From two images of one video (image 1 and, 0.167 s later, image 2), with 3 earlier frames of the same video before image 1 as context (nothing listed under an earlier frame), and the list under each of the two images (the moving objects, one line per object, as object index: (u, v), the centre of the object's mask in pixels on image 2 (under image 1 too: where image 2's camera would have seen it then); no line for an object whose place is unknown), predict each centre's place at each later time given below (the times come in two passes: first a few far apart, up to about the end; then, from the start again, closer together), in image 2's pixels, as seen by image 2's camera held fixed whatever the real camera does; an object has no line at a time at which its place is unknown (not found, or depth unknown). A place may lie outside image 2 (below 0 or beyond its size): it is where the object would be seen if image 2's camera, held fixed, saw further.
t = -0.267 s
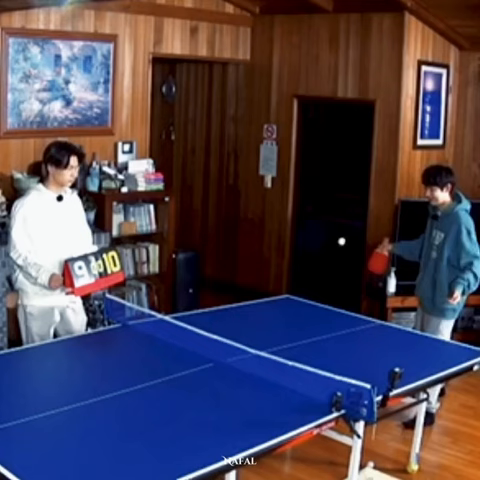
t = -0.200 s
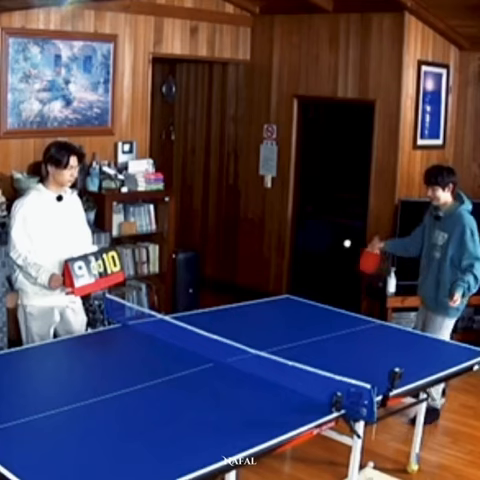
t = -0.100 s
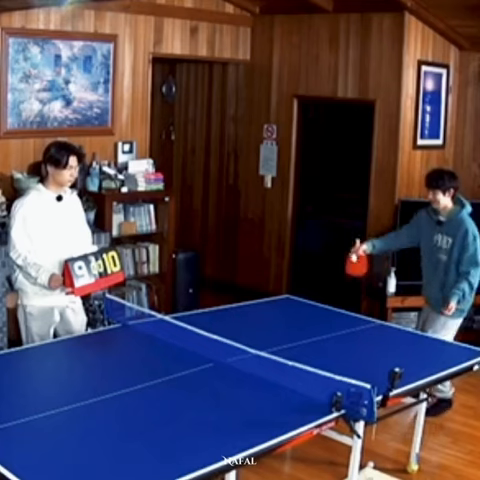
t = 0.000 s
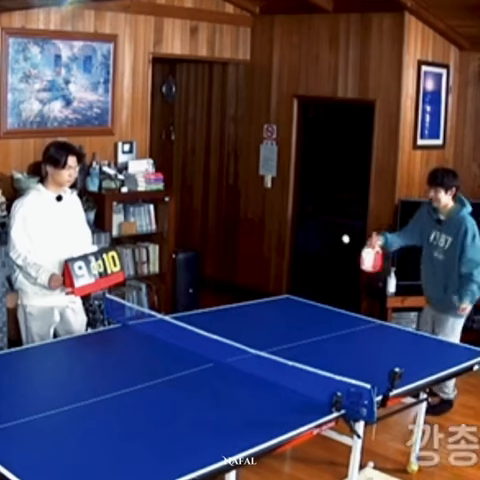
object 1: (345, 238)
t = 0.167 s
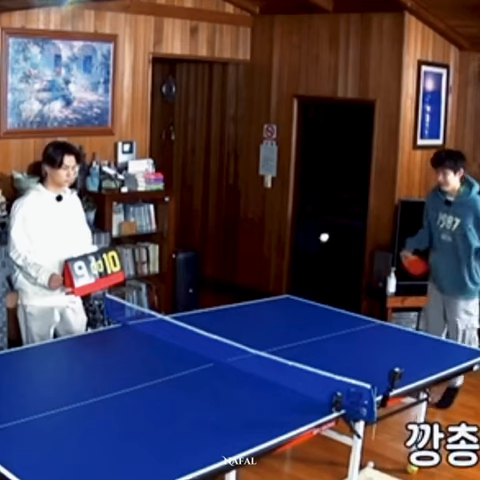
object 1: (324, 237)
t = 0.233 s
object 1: (312, 250)
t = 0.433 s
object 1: (268, 352)
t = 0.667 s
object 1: (208, 376)
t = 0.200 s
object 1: (318, 243)
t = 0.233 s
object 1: (312, 250)
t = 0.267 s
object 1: (306, 260)
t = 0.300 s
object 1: (299, 274)
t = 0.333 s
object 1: (292, 289)
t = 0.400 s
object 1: (277, 329)
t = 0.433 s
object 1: (268, 352)
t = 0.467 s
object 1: (257, 373)
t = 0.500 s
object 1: (247, 393)
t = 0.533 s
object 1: (240, 387)
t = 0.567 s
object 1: (232, 381)
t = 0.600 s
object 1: (224, 376)
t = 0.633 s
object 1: (216, 375)
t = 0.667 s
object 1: (208, 376)
